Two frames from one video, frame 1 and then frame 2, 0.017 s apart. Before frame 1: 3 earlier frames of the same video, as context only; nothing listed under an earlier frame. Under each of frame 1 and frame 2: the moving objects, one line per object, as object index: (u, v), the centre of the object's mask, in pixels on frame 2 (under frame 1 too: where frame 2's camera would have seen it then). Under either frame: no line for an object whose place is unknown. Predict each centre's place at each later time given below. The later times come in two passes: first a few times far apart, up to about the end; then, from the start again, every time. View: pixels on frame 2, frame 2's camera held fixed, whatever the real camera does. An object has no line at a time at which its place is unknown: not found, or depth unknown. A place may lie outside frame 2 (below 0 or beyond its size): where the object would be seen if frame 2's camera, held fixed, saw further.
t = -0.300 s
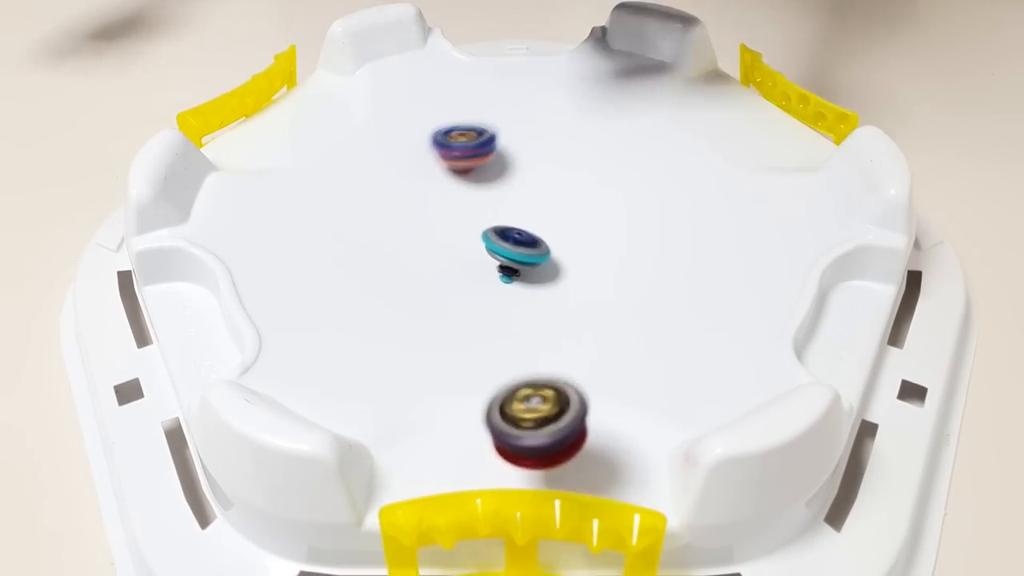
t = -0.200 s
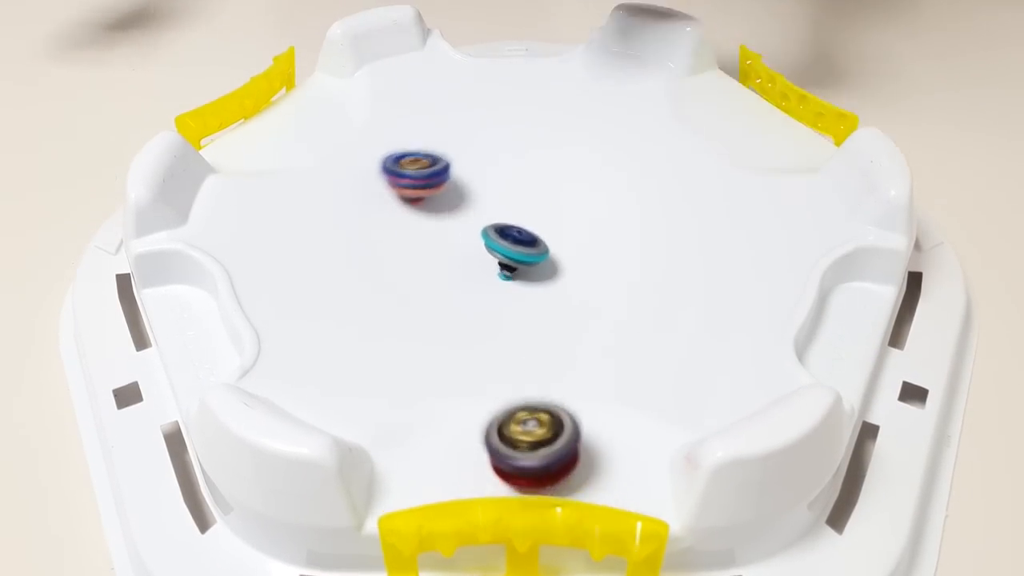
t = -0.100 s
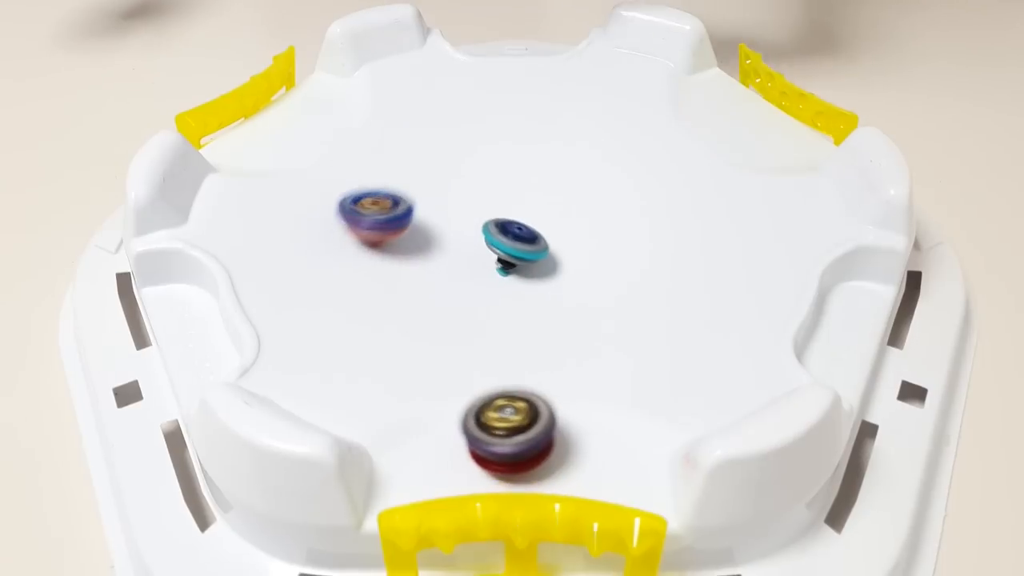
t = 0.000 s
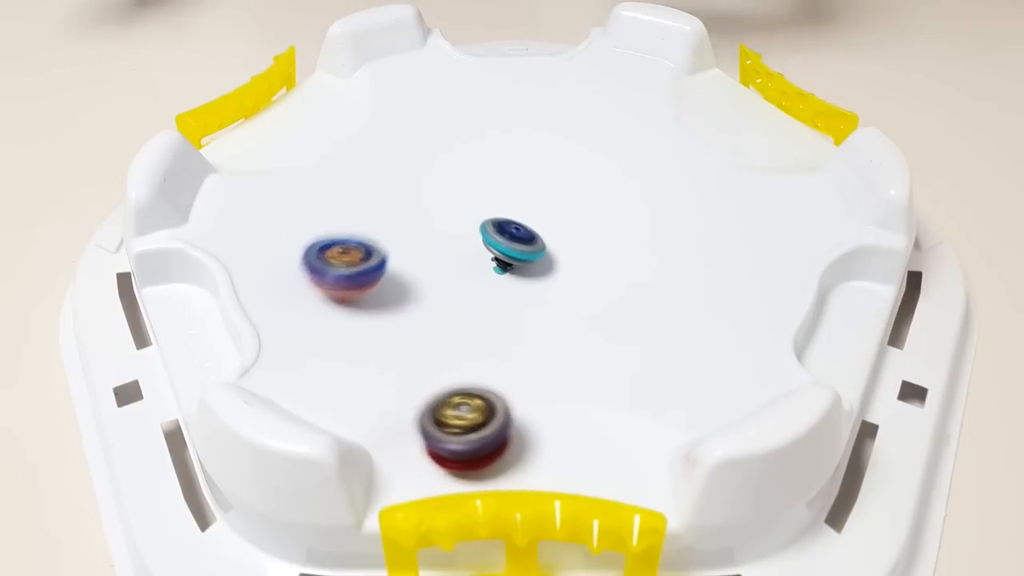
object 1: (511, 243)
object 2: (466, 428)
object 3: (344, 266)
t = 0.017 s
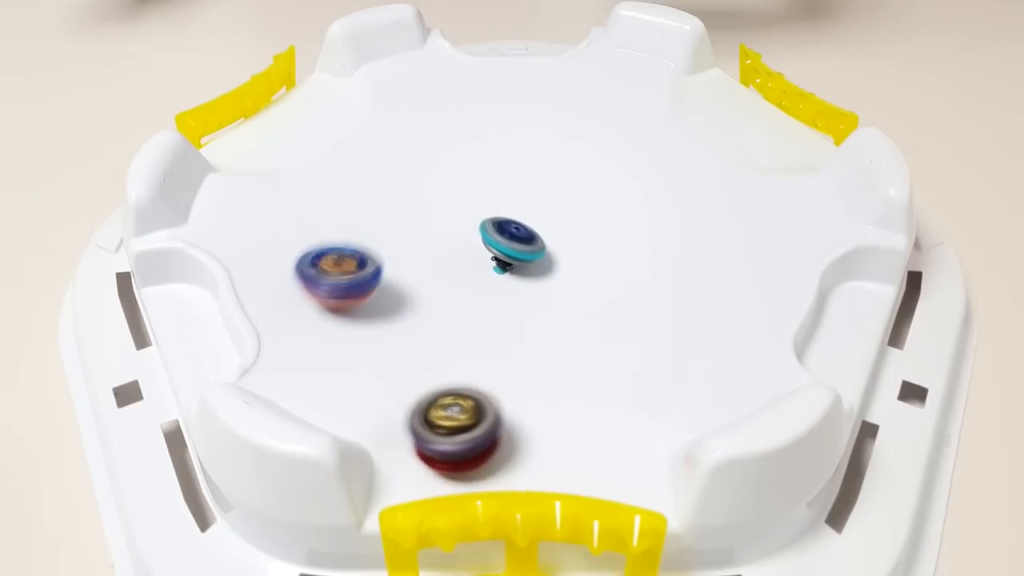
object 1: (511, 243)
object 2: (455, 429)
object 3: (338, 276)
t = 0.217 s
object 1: (511, 242)
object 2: (448, 417)
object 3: (331, 381)
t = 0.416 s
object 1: (512, 242)
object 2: (489, 414)
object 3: (375, 357)
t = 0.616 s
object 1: (510, 241)
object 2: (425, 386)
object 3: (368, 300)
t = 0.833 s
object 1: (509, 239)
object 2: (438, 424)
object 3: (345, 242)
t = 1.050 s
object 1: (509, 239)
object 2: (474, 360)
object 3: (309, 204)
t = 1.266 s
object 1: (508, 239)
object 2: (595, 262)
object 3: (337, 197)
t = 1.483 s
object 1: (507, 239)
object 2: (529, 146)
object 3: (440, 195)
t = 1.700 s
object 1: (506, 240)
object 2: (373, 112)
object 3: (494, 145)
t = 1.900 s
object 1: (506, 239)
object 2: (285, 128)
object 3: (468, 116)
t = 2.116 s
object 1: (505, 238)
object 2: (317, 121)
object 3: (468, 175)
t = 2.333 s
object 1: (511, 249)
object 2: (367, 131)
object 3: (585, 181)
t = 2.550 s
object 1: (507, 249)
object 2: (425, 237)
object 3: (597, 118)
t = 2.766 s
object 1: (577, 240)
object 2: (528, 278)
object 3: (515, 151)
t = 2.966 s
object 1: (613, 222)
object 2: (605, 313)
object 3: (502, 221)
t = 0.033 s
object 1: (511, 243)
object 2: (445, 429)
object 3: (333, 286)
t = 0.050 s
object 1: (511, 243)
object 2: (433, 430)
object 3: (328, 295)
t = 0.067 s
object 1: (511, 243)
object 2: (421, 432)
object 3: (323, 306)
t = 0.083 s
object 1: (511, 243)
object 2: (409, 433)
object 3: (318, 316)
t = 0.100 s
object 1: (511, 242)
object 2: (411, 428)
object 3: (315, 326)
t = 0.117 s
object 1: (511, 243)
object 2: (418, 425)
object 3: (312, 335)
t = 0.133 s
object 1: (511, 242)
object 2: (425, 425)
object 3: (311, 345)
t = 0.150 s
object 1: (511, 243)
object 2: (433, 427)
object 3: (312, 354)
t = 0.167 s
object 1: (511, 243)
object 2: (438, 424)
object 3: (314, 362)
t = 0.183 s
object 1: (511, 243)
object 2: (442, 421)
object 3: (318, 367)
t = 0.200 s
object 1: (511, 242)
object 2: (445, 419)
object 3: (324, 374)
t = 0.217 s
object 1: (511, 242)
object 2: (448, 417)
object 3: (331, 381)
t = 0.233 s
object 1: (512, 243)
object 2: (449, 415)
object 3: (340, 386)
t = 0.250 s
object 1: (512, 243)
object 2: (451, 413)
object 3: (351, 387)
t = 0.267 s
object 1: (512, 243)
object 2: (457, 414)
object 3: (354, 378)
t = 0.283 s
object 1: (512, 243)
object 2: (465, 415)
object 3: (355, 370)
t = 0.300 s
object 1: (512, 242)
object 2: (473, 417)
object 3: (357, 365)
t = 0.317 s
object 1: (512, 242)
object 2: (479, 419)
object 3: (360, 362)
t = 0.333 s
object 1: (512, 243)
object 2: (484, 419)
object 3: (364, 365)
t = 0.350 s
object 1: (512, 242)
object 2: (487, 419)
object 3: (368, 370)
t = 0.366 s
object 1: (512, 242)
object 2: (490, 419)
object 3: (371, 372)
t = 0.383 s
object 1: (512, 243)
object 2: (491, 419)
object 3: (373, 366)
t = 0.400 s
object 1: (512, 242)
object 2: (490, 415)
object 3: (375, 363)
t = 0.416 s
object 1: (512, 242)
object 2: (489, 414)
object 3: (375, 357)
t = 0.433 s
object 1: (512, 243)
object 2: (488, 413)
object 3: (377, 354)
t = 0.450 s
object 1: (511, 243)
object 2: (484, 411)
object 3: (377, 351)
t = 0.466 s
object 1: (511, 242)
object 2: (481, 408)
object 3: (377, 346)
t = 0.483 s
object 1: (511, 242)
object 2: (475, 404)
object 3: (377, 341)
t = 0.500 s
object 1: (510, 242)
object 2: (469, 400)
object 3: (376, 335)
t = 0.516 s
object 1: (511, 242)
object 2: (464, 398)
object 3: (375, 332)
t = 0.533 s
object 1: (510, 241)
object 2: (457, 395)
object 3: (375, 327)
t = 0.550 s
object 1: (510, 241)
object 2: (448, 391)
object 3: (373, 321)
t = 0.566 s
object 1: (510, 241)
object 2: (442, 388)
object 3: (372, 316)
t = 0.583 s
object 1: (510, 241)
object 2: (435, 387)
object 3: (371, 311)
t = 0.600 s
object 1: (510, 241)
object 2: (430, 386)
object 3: (370, 306)
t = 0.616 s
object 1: (510, 241)
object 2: (425, 386)
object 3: (368, 300)
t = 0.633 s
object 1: (510, 241)
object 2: (422, 386)
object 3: (367, 296)
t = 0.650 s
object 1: (510, 240)
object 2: (420, 386)
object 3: (366, 290)
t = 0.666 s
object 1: (510, 240)
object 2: (419, 388)
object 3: (365, 285)
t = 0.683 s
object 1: (510, 240)
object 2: (419, 390)
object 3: (364, 280)
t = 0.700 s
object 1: (510, 240)
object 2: (419, 392)
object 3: (362, 276)
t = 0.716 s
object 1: (510, 240)
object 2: (421, 396)
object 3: (361, 271)
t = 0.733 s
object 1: (509, 240)
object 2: (423, 401)
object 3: (359, 266)
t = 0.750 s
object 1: (509, 240)
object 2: (426, 407)
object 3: (357, 262)
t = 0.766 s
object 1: (509, 240)
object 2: (428, 413)
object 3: (354, 257)
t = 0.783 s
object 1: (509, 240)
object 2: (431, 418)
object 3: (352, 253)
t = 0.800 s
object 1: (509, 239)
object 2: (433, 421)
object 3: (350, 249)
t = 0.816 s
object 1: (509, 239)
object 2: (435, 423)
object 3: (348, 246)
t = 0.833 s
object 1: (509, 239)
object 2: (438, 424)
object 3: (345, 242)
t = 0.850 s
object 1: (509, 239)
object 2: (440, 423)
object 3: (343, 238)
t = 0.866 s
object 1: (509, 239)
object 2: (442, 421)
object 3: (340, 234)
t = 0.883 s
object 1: (509, 239)
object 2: (444, 418)
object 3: (337, 231)
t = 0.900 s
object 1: (509, 239)
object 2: (446, 413)
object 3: (334, 228)
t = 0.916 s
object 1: (509, 239)
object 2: (448, 406)
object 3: (330, 224)
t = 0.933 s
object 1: (509, 239)
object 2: (450, 400)
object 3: (327, 221)
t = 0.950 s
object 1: (509, 239)
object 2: (453, 392)
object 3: (324, 218)
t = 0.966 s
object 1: (509, 239)
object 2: (454, 385)
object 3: (321, 215)
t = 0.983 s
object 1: (509, 239)
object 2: (456, 379)
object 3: (318, 212)
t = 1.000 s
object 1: (509, 239)
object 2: (459, 374)
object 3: (315, 210)
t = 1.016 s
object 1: (509, 239)
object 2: (462, 369)
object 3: (313, 208)
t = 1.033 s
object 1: (509, 239)
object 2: (468, 364)
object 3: (311, 206)
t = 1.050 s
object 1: (509, 239)
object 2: (474, 360)
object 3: (309, 204)
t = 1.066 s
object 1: (509, 239)
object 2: (483, 354)
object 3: (308, 202)
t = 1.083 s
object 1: (509, 239)
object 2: (492, 349)
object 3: (307, 201)
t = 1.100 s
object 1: (509, 239)
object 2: (501, 344)
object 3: (307, 201)
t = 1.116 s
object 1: (509, 239)
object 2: (512, 338)
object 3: (307, 200)
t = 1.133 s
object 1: (509, 239)
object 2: (524, 331)
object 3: (308, 198)
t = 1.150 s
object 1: (509, 239)
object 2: (537, 325)
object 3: (309, 198)
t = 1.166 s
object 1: (509, 239)
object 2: (548, 318)
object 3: (312, 198)
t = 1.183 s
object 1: (508, 238)
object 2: (561, 309)
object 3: (314, 197)
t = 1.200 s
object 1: (508, 238)
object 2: (570, 301)
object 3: (318, 197)
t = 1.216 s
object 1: (509, 239)
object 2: (579, 292)
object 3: (322, 197)
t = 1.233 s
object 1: (508, 239)
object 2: (586, 282)
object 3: (326, 197)
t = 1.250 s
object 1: (508, 239)
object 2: (591, 273)
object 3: (331, 197)
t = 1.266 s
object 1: (508, 239)
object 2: (595, 262)
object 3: (337, 197)
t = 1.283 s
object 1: (508, 239)
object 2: (598, 252)
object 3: (342, 197)
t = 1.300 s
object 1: (508, 239)
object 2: (599, 241)
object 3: (349, 197)
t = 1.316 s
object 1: (508, 239)
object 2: (598, 231)
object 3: (356, 198)
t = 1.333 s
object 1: (508, 239)
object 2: (596, 221)
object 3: (364, 199)
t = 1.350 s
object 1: (508, 238)
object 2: (593, 210)
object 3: (373, 200)
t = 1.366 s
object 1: (508, 239)
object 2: (588, 200)
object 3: (382, 201)
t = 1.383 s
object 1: (508, 239)
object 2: (583, 191)
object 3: (391, 201)
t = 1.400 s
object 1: (508, 239)
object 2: (576, 183)
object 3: (400, 201)
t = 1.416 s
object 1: (508, 238)
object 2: (568, 174)
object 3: (409, 201)
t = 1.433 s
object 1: (508, 239)
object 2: (560, 167)
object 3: (417, 200)
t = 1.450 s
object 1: (507, 239)
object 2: (550, 160)
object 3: (425, 199)
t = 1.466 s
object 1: (507, 239)
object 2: (540, 153)
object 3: (433, 197)
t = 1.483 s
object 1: (507, 239)
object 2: (529, 146)
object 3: (440, 195)
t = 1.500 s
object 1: (507, 239)
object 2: (518, 141)
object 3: (447, 192)
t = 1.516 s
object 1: (507, 239)
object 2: (506, 136)
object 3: (453, 189)
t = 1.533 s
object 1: (507, 239)
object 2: (493, 130)
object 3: (459, 185)
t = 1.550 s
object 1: (507, 240)
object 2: (482, 125)
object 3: (466, 181)
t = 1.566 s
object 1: (507, 240)
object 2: (468, 121)
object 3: (471, 177)
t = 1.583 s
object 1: (507, 240)
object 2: (456, 118)
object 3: (475, 172)
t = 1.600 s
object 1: (507, 240)
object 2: (444, 117)
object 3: (479, 168)
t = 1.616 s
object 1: (507, 240)
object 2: (432, 115)
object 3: (483, 165)
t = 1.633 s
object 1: (507, 240)
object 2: (420, 113)
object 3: (487, 161)
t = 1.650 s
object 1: (507, 240)
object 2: (408, 112)
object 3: (489, 157)
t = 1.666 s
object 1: (506, 240)
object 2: (396, 111)
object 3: (492, 152)
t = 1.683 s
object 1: (506, 240)
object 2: (384, 111)
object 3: (493, 149)
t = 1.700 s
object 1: (506, 240)
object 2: (373, 112)
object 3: (494, 145)
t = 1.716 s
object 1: (506, 240)
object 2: (361, 113)
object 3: (494, 142)
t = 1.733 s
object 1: (506, 240)
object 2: (350, 115)
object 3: (494, 139)
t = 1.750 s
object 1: (506, 240)
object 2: (339, 116)
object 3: (494, 135)
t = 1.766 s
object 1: (506, 240)
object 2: (330, 118)
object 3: (492, 133)
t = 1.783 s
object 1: (506, 240)
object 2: (321, 121)
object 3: (491, 130)
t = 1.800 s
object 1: (506, 239)
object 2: (313, 122)
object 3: (488, 127)
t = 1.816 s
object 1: (506, 240)
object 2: (306, 124)
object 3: (486, 125)
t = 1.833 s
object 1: (506, 239)
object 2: (299, 125)
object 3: (482, 122)
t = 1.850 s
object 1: (506, 239)
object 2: (294, 126)
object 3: (479, 120)
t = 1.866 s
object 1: (506, 239)
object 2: (290, 127)
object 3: (475, 118)
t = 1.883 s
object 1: (506, 239)
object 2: (287, 128)
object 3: (471, 116)
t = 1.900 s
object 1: (506, 239)
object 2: (285, 128)
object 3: (468, 116)
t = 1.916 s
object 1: (506, 239)
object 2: (284, 128)
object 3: (465, 116)
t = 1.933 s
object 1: (506, 239)
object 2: (285, 128)
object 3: (463, 117)
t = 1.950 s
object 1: (506, 239)
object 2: (286, 128)
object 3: (460, 118)
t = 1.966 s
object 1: (505, 239)
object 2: (288, 127)
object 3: (458, 121)
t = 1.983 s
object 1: (505, 238)
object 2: (290, 126)
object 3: (456, 124)
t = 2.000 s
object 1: (505, 238)
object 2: (293, 125)
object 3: (455, 128)
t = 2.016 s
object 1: (505, 238)
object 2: (296, 125)
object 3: (455, 133)
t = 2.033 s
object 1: (505, 238)
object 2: (299, 123)
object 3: (454, 138)
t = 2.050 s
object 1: (505, 238)
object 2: (302, 123)
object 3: (455, 145)
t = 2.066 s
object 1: (505, 238)
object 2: (306, 123)
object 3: (456, 152)
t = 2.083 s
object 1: (505, 238)
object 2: (309, 122)
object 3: (459, 159)
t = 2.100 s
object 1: (505, 238)
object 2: (313, 122)
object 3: (463, 166)
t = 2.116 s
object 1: (505, 238)
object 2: (317, 121)
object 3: (468, 175)
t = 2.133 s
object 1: (504, 237)
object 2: (321, 120)
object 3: (475, 182)
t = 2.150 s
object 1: (504, 237)
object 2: (325, 119)
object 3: (483, 187)
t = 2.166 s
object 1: (505, 241)
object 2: (330, 119)
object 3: (492, 189)
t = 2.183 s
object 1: (506, 244)
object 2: (334, 117)
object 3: (502, 191)
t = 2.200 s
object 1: (507, 247)
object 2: (339, 116)
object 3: (512, 192)
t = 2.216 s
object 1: (509, 249)
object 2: (343, 116)
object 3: (523, 193)
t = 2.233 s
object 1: (510, 250)
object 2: (347, 115)
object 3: (532, 194)
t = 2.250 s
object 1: (511, 250)
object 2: (350, 116)
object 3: (542, 195)
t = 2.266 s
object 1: (512, 250)
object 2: (353, 117)
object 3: (551, 193)
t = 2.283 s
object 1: (512, 250)
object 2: (357, 120)
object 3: (560, 191)
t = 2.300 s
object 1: (512, 249)
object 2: (360, 123)
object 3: (570, 189)
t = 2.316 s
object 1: (511, 249)
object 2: (364, 127)
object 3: (577, 184)
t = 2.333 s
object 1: (511, 249)
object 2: (367, 131)
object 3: (585, 181)
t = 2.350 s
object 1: (510, 249)
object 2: (370, 136)
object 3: (592, 177)
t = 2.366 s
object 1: (510, 250)
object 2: (374, 142)
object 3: (597, 173)
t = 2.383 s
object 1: (510, 249)
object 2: (376, 148)
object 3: (602, 168)
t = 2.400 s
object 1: (509, 249)
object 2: (380, 155)
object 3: (606, 165)
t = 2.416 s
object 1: (509, 250)
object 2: (382, 163)
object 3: (607, 159)
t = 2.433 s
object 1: (509, 249)
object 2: (385, 171)
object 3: (609, 153)
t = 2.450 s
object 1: (509, 249)
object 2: (388, 180)
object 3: (609, 148)
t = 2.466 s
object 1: (508, 249)
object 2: (392, 189)
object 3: (609, 143)
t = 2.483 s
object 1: (508, 249)
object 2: (396, 199)
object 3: (608, 138)
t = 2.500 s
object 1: (508, 249)
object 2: (402, 209)
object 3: (607, 132)
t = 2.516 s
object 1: (507, 249)
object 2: (408, 218)
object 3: (604, 127)
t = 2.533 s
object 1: (507, 249)
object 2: (416, 228)
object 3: (602, 123)
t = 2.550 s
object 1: (507, 249)
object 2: (425, 237)
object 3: (597, 118)
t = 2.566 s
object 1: (509, 250)
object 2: (434, 245)
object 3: (592, 114)
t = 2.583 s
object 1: (519, 251)
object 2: (435, 248)
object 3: (587, 111)
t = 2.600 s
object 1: (529, 249)
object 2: (436, 254)
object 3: (581, 110)
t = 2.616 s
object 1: (538, 249)
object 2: (439, 258)
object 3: (575, 110)
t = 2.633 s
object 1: (547, 249)
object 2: (444, 262)
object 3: (568, 110)
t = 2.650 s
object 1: (555, 248)
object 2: (450, 266)
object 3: (562, 111)
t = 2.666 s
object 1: (561, 247)
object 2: (458, 270)
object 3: (556, 114)
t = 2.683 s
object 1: (566, 245)
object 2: (467, 272)
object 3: (549, 117)
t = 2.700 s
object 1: (570, 244)
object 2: (478, 275)
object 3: (542, 121)
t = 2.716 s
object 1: (572, 244)
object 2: (490, 278)
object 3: (535, 127)
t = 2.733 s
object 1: (574, 243)
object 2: (502, 278)
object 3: (528, 134)
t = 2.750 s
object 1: (575, 242)
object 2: (514, 279)
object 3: (521, 142)
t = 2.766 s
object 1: (577, 240)
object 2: (528, 278)
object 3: (515, 151)
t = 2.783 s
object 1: (583, 239)
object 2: (530, 279)
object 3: (510, 161)
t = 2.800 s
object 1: (591, 235)
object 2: (531, 280)
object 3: (506, 169)
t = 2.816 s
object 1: (599, 231)
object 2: (533, 281)
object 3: (502, 180)
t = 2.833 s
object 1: (605, 228)
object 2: (535, 281)
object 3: (500, 192)
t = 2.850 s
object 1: (610, 226)
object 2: (538, 281)
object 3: (500, 203)
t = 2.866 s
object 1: (614, 224)
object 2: (541, 280)
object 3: (501, 214)
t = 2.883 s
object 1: (616, 222)
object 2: (545, 278)
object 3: (503, 224)
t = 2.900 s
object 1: (617, 222)
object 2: (550, 277)
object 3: (504, 233)
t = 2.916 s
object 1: (617, 222)
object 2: (564, 287)
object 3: (504, 231)
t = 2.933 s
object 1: (616, 222)
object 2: (578, 297)
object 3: (502, 228)
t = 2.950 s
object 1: (614, 221)
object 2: (591, 303)
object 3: (502, 224)
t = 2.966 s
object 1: (613, 222)
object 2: (605, 313)
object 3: (502, 221)
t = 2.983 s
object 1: (611, 222)
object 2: (620, 322)
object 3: (503, 219)
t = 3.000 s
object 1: (609, 221)
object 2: (634, 329)
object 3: (505, 218)
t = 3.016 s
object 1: (608, 221)
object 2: (647, 334)
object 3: (508, 217)
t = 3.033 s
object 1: (606, 220)
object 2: (660, 340)
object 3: (511, 216)
